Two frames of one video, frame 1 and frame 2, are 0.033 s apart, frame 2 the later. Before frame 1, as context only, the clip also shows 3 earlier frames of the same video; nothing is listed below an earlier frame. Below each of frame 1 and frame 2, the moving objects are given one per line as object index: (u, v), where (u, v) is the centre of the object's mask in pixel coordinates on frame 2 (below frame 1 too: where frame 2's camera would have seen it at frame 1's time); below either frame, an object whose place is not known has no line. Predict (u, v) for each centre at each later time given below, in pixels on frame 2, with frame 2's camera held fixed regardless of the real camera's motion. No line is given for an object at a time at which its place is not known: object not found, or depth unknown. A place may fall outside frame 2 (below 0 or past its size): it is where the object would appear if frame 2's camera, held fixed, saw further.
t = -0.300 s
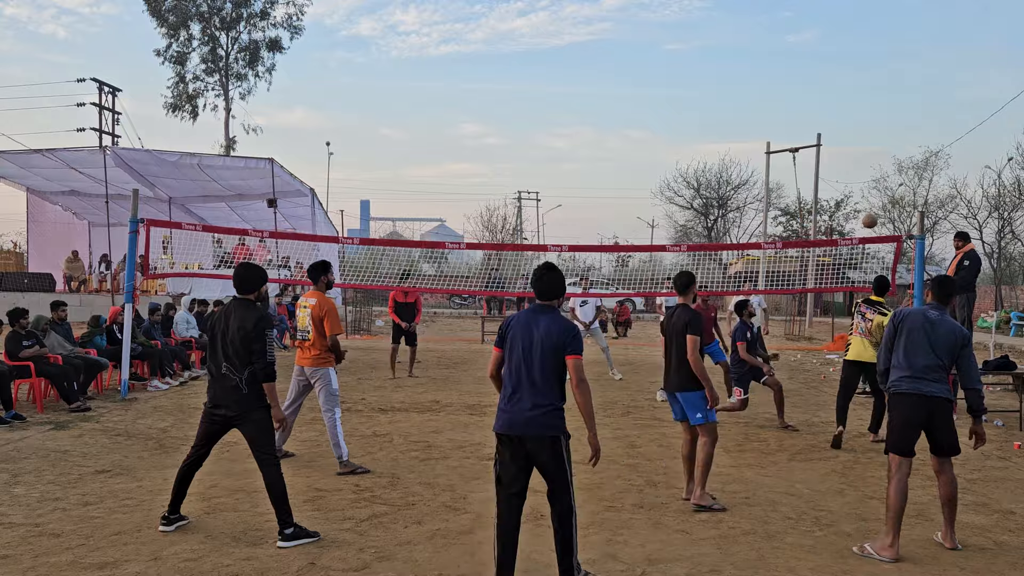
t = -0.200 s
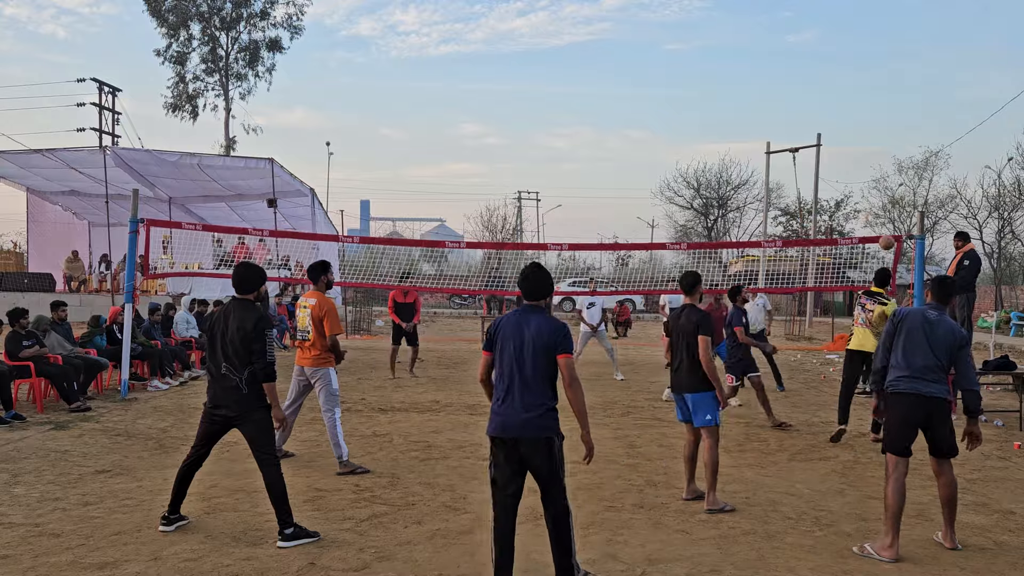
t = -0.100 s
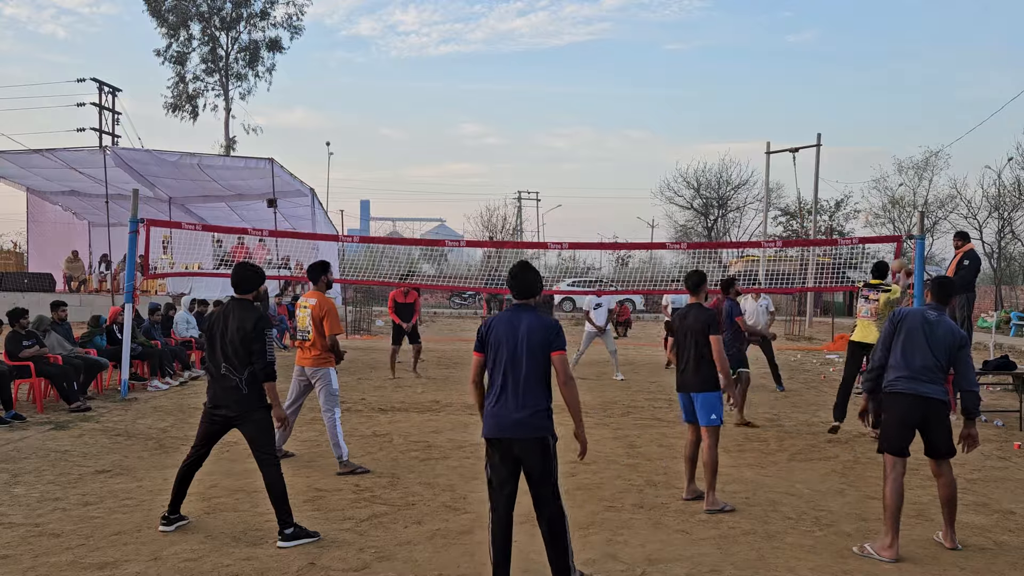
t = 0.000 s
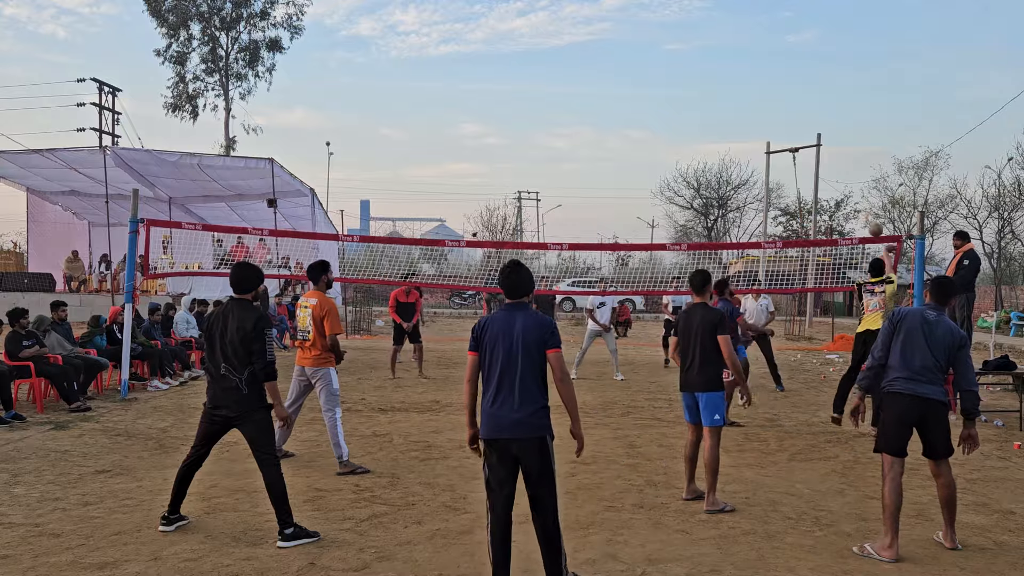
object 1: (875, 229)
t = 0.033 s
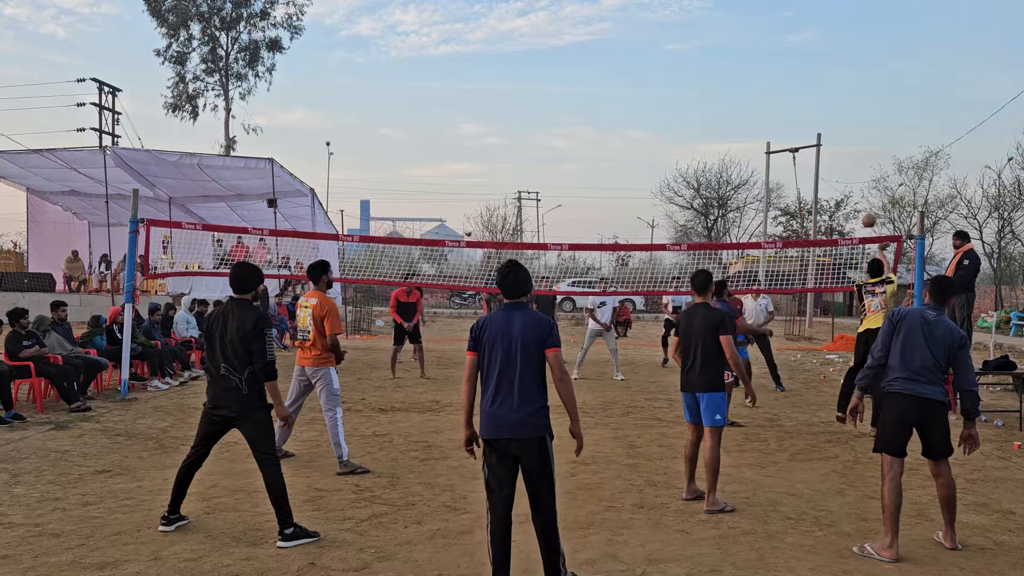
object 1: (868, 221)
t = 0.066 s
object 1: (861, 213)
